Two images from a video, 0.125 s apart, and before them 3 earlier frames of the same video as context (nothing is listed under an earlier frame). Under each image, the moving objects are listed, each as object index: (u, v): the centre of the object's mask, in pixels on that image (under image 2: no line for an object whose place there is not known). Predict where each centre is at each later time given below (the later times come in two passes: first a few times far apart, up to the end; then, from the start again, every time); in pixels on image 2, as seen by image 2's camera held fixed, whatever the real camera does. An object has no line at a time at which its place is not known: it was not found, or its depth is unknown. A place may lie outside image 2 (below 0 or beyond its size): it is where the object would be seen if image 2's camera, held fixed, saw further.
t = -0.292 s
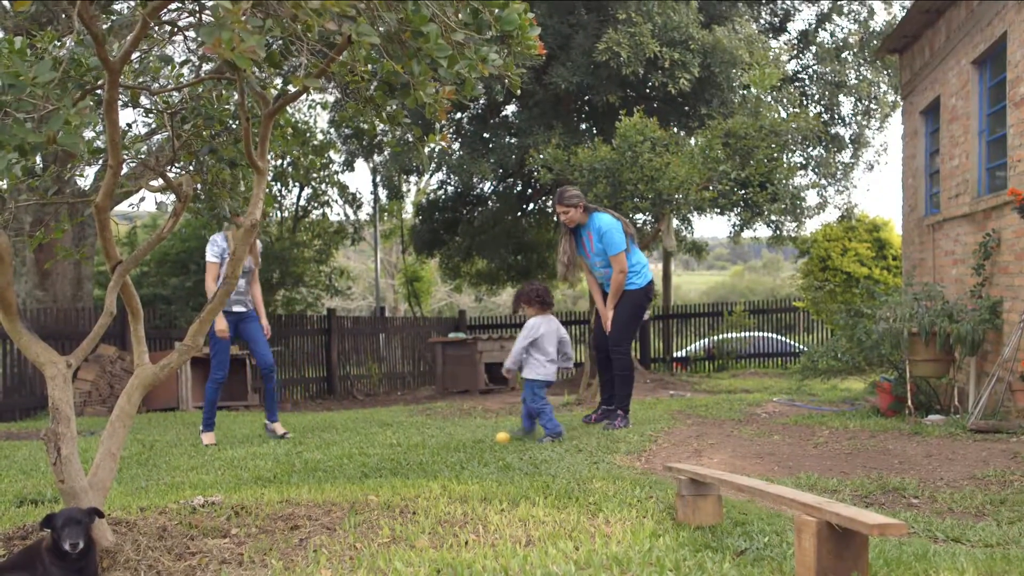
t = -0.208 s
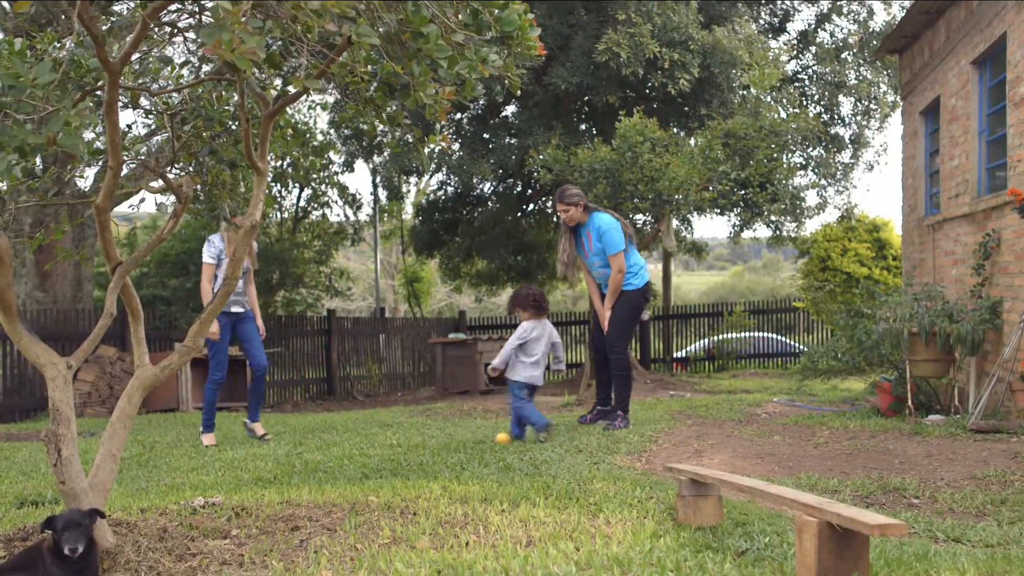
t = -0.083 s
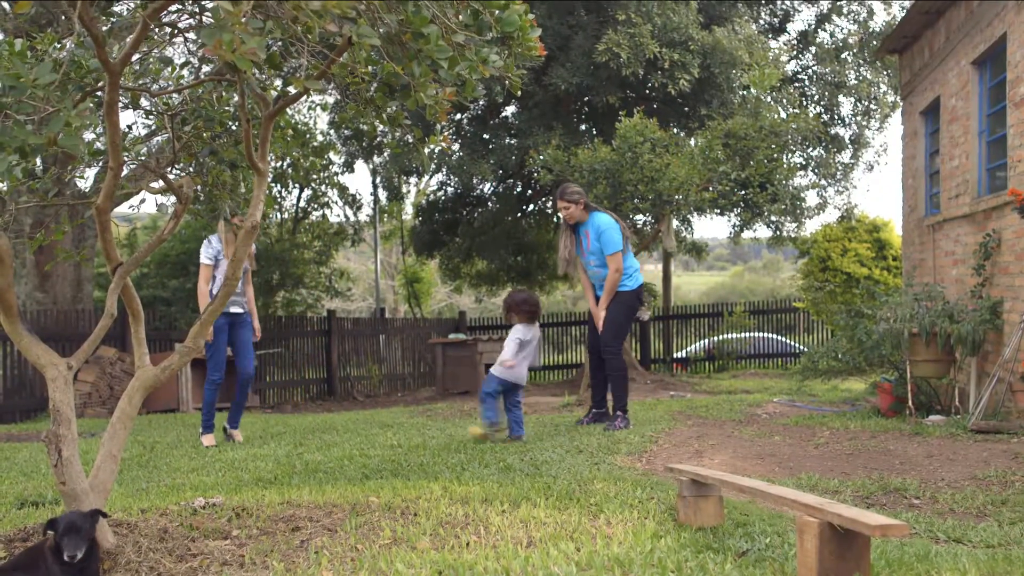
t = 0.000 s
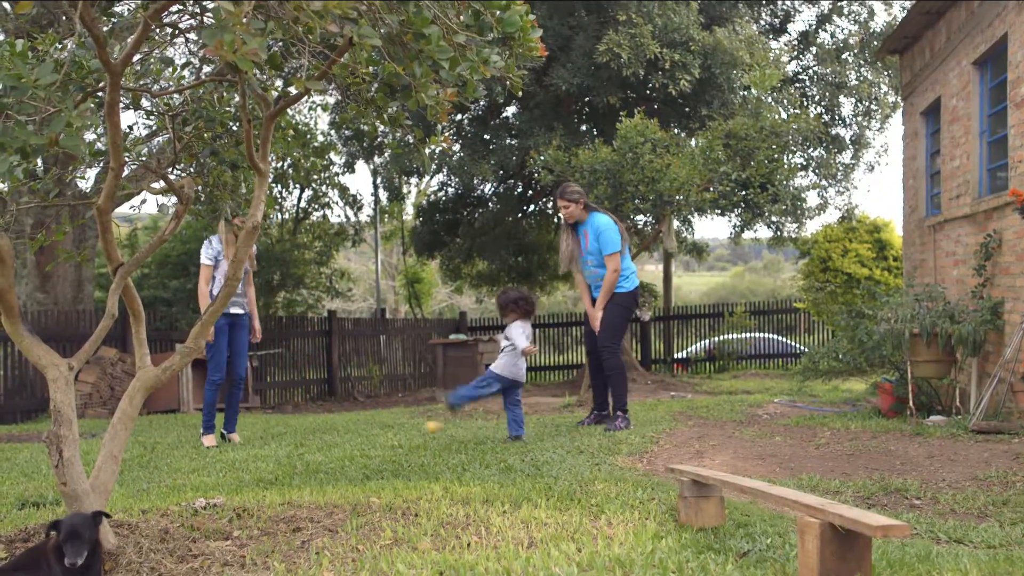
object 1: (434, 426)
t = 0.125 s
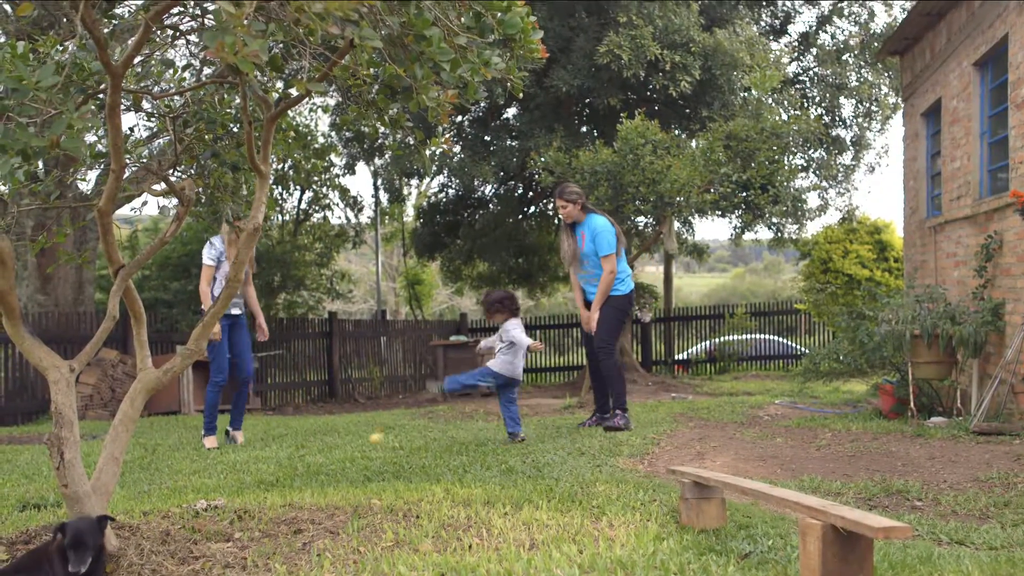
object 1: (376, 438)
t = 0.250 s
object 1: (345, 432)
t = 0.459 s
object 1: (309, 434)
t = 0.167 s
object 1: (365, 436)
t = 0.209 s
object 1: (354, 433)
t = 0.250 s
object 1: (345, 432)
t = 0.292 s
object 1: (335, 435)
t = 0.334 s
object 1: (326, 437)
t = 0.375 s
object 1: (320, 435)
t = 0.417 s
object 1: (313, 433)
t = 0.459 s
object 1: (309, 434)
